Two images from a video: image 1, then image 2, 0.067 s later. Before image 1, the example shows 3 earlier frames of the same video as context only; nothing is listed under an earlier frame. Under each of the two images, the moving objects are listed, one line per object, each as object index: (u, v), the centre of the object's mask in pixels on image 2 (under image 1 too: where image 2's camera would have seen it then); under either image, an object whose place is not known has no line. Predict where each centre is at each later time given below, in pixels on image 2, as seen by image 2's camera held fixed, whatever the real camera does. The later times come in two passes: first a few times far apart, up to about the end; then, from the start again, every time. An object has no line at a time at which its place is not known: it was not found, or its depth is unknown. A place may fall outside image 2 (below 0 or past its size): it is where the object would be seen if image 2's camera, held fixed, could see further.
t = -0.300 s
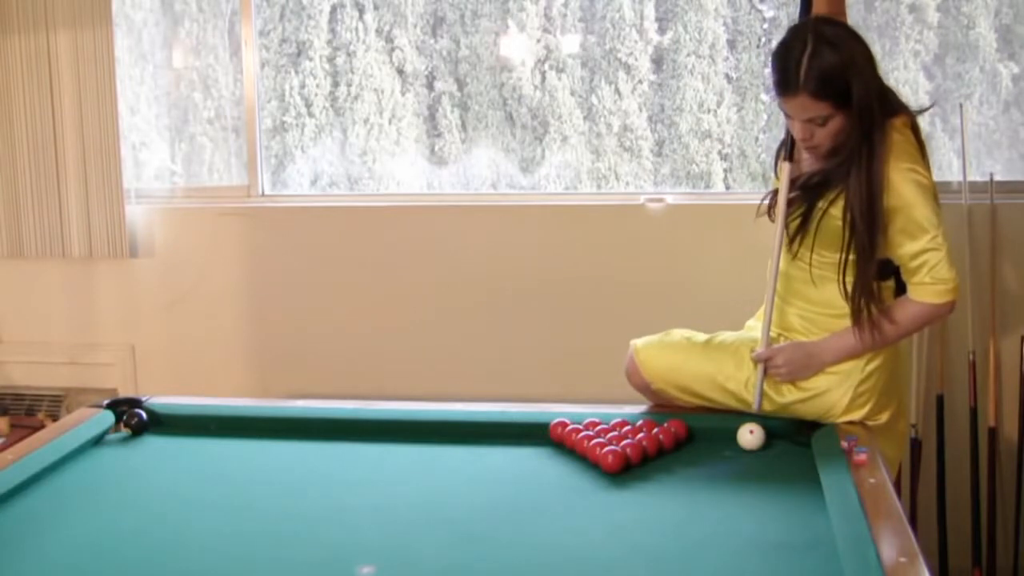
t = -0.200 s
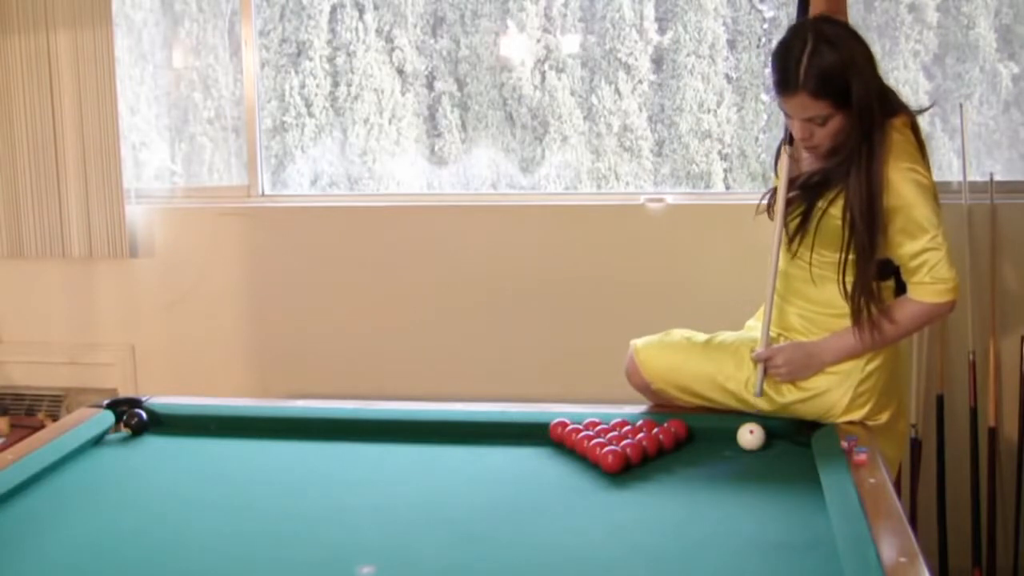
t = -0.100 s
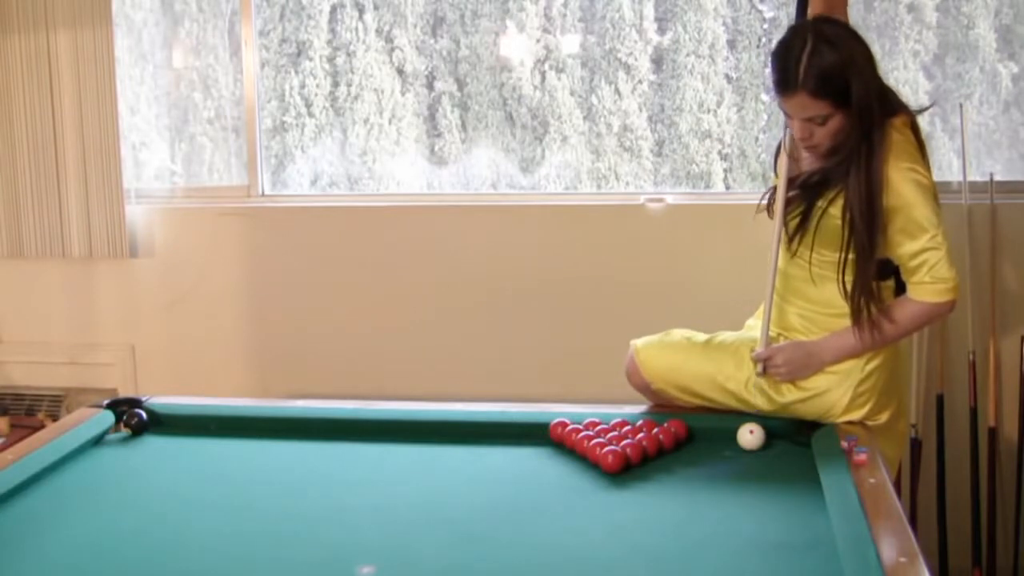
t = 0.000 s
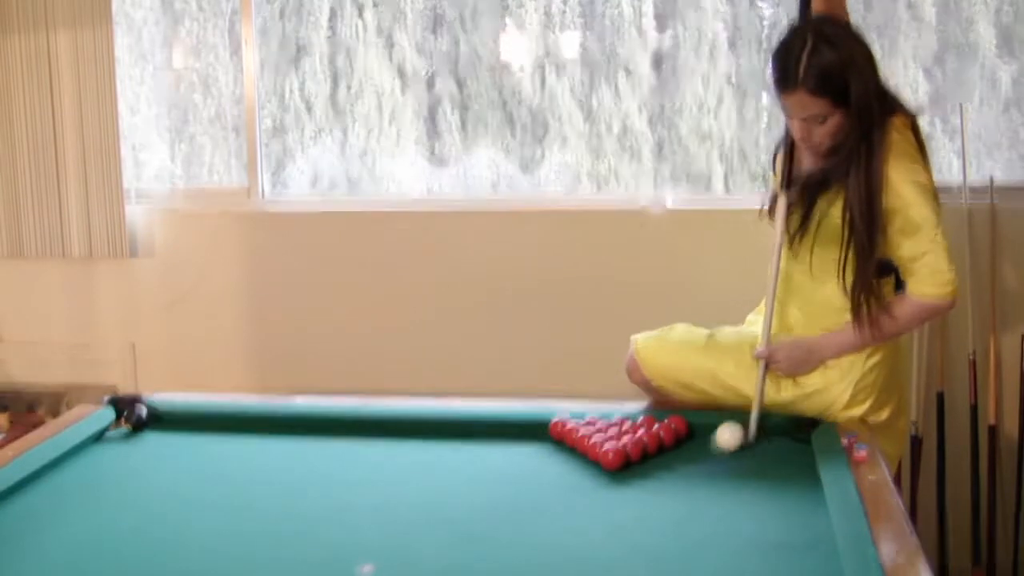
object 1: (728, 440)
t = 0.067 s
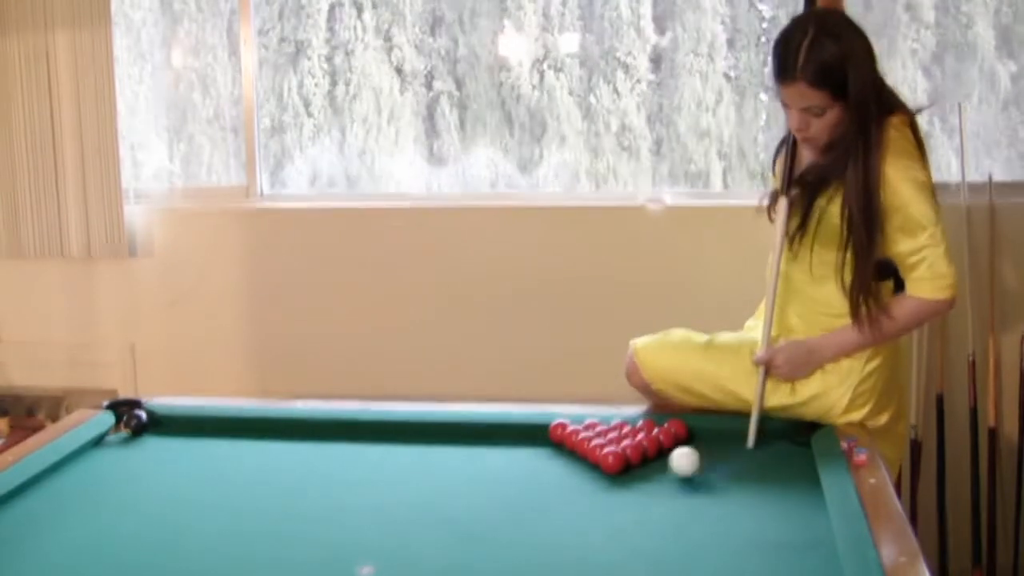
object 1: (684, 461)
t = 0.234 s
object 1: (570, 501)
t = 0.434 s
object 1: (445, 530)
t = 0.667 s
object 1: (341, 533)
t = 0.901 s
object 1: (288, 511)
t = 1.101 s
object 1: (255, 490)
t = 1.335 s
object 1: (220, 469)
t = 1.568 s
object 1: (191, 451)
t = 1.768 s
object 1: (168, 437)
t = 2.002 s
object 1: (152, 425)
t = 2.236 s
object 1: (155, 420)
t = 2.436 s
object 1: (151, 421)
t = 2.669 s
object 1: (146, 422)
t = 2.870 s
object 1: (143, 423)
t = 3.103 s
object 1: (142, 423)
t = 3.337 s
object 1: (142, 423)
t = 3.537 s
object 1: (142, 423)
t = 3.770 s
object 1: (141, 423)
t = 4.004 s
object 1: (141, 422)
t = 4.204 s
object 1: (141, 423)
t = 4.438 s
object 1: (141, 423)
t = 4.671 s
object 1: (141, 423)
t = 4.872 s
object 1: (141, 423)
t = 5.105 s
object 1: (141, 423)
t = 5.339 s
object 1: (141, 423)
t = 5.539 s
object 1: (141, 423)
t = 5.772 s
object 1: (141, 423)
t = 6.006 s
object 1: (141, 423)
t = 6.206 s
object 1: (141, 423)
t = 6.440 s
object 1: (141, 423)
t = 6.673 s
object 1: (141, 423)
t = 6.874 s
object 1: (141, 423)
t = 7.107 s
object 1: (142, 423)
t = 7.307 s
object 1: (142, 423)
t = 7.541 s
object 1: (142, 423)
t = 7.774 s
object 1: (142, 423)
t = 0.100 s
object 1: (662, 470)
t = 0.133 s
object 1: (639, 478)
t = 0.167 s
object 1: (617, 486)
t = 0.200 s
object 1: (593, 493)
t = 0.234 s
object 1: (570, 501)
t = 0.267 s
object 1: (547, 507)
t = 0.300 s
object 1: (526, 513)
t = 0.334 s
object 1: (504, 519)
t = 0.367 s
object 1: (485, 523)
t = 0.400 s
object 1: (465, 527)
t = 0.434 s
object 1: (445, 530)
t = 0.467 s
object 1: (428, 532)
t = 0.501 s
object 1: (410, 534)
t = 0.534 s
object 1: (394, 535)
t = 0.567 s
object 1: (380, 535)
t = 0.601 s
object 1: (365, 536)
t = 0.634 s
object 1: (353, 535)
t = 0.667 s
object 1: (341, 533)
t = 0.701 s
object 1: (331, 531)
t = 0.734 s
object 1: (322, 528)
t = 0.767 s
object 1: (314, 525)
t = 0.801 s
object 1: (307, 522)
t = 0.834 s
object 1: (301, 518)
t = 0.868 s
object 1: (294, 514)
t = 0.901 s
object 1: (288, 511)
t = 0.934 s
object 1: (282, 507)
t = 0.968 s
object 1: (277, 504)
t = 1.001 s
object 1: (271, 500)
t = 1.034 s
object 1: (266, 497)
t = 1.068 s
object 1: (260, 494)
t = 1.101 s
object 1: (255, 490)
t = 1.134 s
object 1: (249, 487)
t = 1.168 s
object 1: (244, 484)
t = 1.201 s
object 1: (240, 481)
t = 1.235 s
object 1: (235, 478)
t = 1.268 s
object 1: (230, 475)
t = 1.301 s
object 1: (225, 472)
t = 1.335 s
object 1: (220, 469)
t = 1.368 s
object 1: (216, 466)
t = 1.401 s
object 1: (212, 464)
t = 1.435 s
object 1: (208, 462)
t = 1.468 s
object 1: (203, 459)
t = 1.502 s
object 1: (199, 457)
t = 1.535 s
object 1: (195, 454)
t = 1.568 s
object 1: (191, 451)
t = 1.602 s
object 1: (187, 449)
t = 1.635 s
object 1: (183, 446)
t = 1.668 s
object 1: (179, 444)
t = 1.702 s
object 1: (175, 442)
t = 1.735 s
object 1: (171, 439)
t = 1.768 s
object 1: (168, 437)
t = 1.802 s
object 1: (165, 435)
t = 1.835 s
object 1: (161, 433)
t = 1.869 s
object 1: (158, 431)
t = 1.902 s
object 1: (154, 429)
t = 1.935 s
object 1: (151, 427)
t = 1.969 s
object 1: (152, 426)
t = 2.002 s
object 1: (152, 425)
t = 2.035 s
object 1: (153, 425)
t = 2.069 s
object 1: (153, 424)
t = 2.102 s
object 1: (154, 423)
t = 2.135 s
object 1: (154, 422)
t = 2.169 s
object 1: (155, 422)
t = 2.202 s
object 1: (155, 421)
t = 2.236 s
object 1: (155, 420)
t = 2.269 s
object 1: (155, 420)
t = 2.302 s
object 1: (154, 420)
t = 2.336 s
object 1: (154, 420)
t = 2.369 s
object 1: (153, 421)
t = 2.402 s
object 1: (152, 421)
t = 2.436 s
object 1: (151, 421)
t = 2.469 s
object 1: (150, 421)
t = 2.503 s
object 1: (149, 421)
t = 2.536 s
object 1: (148, 422)
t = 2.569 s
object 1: (148, 422)
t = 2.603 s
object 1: (147, 422)
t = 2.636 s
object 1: (146, 422)
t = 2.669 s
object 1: (146, 422)
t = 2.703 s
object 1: (145, 422)
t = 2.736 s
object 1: (145, 423)
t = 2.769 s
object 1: (144, 423)
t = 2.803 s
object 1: (144, 423)
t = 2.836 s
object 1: (143, 423)
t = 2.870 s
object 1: (143, 423)
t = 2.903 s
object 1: (143, 423)
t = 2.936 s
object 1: (143, 423)
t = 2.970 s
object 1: (143, 423)
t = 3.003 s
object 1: (143, 423)
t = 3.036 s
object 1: (143, 423)
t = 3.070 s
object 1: (143, 423)
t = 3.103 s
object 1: (142, 423)
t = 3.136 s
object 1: (142, 423)
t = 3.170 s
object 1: (142, 423)
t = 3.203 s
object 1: (142, 423)
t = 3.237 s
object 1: (142, 423)
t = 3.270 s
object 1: (142, 423)
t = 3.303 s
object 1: (142, 423)
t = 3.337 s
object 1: (142, 423)
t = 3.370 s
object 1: (142, 423)
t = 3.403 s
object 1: (142, 423)
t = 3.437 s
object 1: (142, 423)
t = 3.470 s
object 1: (142, 423)
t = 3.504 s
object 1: (142, 423)
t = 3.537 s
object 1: (142, 423)
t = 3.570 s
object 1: (142, 423)
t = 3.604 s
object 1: (141, 423)
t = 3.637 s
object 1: (141, 423)
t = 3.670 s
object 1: (142, 423)
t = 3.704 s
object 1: (141, 423)
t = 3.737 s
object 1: (141, 423)
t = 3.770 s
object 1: (141, 423)
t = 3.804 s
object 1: (141, 423)
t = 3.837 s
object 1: (141, 423)
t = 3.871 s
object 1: (141, 423)
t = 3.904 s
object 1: (141, 423)
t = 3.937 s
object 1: (141, 423)
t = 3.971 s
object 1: (141, 423)
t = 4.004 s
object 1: (141, 422)
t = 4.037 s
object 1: (141, 423)
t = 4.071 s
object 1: (141, 423)
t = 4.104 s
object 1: (141, 423)
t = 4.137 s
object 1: (141, 423)
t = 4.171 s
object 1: (141, 423)
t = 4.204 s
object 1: (141, 423)
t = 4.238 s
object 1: (141, 423)
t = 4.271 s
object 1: (141, 423)
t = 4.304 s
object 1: (141, 423)
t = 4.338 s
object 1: (141, 423)
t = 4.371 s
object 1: (141, 423)
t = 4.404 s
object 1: (141, 423)
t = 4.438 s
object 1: (141, 423)
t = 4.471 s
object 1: (141, 423)
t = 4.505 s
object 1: (141, 423)
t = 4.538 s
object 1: (141, 423)
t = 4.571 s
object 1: (141, 423)
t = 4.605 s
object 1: (141, 423)
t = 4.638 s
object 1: (141, 423)
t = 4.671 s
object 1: (141, 423)
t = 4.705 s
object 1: (141, 423)
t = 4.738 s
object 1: (141, 423)
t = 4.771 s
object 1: (141, 423)
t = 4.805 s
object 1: (141, 423)
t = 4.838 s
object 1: (141, 423)
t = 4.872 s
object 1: (141, 423)
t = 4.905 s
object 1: (141, 423)
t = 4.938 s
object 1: (141, 423)
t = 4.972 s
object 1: (141, 423)
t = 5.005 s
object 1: (141, 423)
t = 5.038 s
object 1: (141, 423)
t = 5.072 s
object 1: (141, 423)
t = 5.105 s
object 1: (141, 423)
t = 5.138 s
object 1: (141, 423)
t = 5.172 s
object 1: (141, 423)
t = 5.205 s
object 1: (141, 423)
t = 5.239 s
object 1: (141, 423)
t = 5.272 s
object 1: (141, 423)
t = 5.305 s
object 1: (141, 423)
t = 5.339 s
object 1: (141, 423)
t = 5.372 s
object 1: (141, 423)
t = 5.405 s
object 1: (141, 423)
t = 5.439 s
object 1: (141, 423)
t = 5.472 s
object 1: (141, 423)
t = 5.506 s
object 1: (141, 423)
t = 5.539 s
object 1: (141, 423)
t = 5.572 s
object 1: (141, 423)
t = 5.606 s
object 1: (141, 423)
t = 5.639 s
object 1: (141, 423)
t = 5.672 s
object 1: (141, 423)
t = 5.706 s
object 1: (141, 423)
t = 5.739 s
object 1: (141, 423)
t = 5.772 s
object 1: (141, 423)
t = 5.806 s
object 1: (141, 423)
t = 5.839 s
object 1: (141, 423)
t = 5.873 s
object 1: (141, 423)
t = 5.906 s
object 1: (141, 423)
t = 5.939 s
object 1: (141, 423)
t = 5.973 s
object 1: (141, 423)
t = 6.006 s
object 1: (141, 423)
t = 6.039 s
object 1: (141, 423)
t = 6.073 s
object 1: (141, 423)
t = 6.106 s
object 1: (141, 423)
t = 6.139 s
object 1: (141, 423)
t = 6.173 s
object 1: (141, 423)
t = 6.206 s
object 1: (141, 423)
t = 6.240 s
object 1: (141, 423)
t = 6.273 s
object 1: (141, 423)
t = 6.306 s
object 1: (141, 423)
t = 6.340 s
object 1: (141, 423)
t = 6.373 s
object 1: (141, 423)
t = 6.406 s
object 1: (141, 423)
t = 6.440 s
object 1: (141, 423)
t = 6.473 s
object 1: (141, 423)
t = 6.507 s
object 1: (141, 423)
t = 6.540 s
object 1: (141, 423)
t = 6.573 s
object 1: (141, 423)
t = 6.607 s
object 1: (141, 423)
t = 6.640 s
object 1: (141, 423)
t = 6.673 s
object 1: (141, 423)
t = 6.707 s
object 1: (141, 423)
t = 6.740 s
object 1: (141, 423)
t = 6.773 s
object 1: (141, 423)
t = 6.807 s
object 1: (142, 423)
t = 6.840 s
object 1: (142, 423)
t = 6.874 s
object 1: (141, 423)
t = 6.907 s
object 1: (141, 423)
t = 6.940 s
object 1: (142, 423)
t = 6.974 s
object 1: (141, 423)
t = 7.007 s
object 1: (141, 423)
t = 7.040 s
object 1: (141, 423)
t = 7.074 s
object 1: (142, 423)
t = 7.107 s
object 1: (142, 423)
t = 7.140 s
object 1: (142, 423)
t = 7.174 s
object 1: (142, 423)
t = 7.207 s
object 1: (142, 423)
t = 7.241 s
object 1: (142, 423)
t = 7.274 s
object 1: (142, 423)
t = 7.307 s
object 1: (142, 423)
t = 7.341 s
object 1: (142, 423)
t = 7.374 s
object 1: (142, 423)
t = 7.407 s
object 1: (142, 423)
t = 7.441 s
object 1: (142, 423)
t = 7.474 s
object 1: (142, 423)
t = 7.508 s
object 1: (142, 423)
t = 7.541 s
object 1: (142, 423)
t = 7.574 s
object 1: (142, 423)
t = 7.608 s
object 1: (142, 423)
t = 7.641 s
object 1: (142, 423)
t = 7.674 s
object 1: (142, 423)
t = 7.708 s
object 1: (142, 423)
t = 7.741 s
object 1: (142, 423)
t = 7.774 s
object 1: (142, 423)
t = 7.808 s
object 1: (142, 423)
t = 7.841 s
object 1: (142, 423)
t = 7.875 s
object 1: (142, 423)
